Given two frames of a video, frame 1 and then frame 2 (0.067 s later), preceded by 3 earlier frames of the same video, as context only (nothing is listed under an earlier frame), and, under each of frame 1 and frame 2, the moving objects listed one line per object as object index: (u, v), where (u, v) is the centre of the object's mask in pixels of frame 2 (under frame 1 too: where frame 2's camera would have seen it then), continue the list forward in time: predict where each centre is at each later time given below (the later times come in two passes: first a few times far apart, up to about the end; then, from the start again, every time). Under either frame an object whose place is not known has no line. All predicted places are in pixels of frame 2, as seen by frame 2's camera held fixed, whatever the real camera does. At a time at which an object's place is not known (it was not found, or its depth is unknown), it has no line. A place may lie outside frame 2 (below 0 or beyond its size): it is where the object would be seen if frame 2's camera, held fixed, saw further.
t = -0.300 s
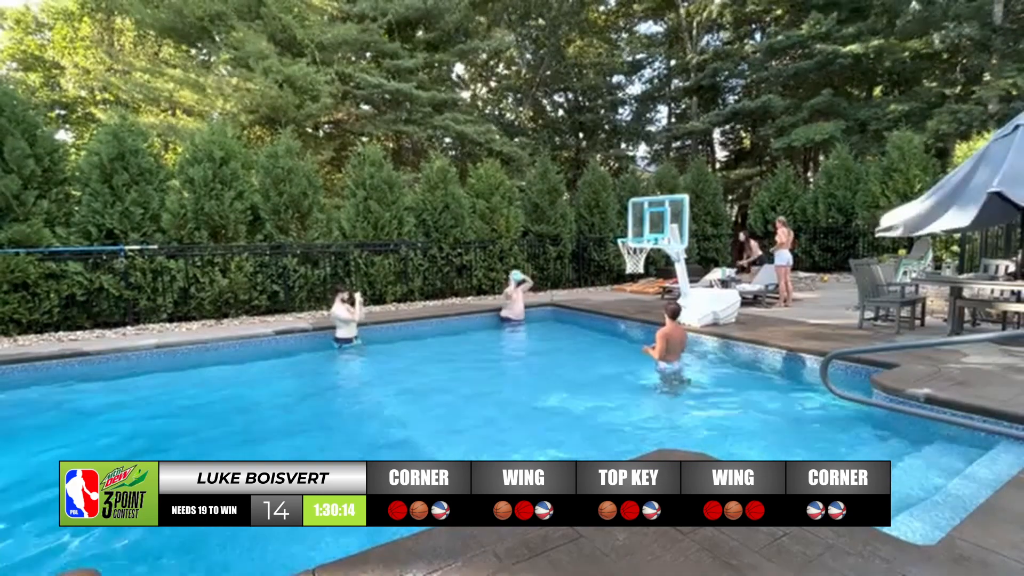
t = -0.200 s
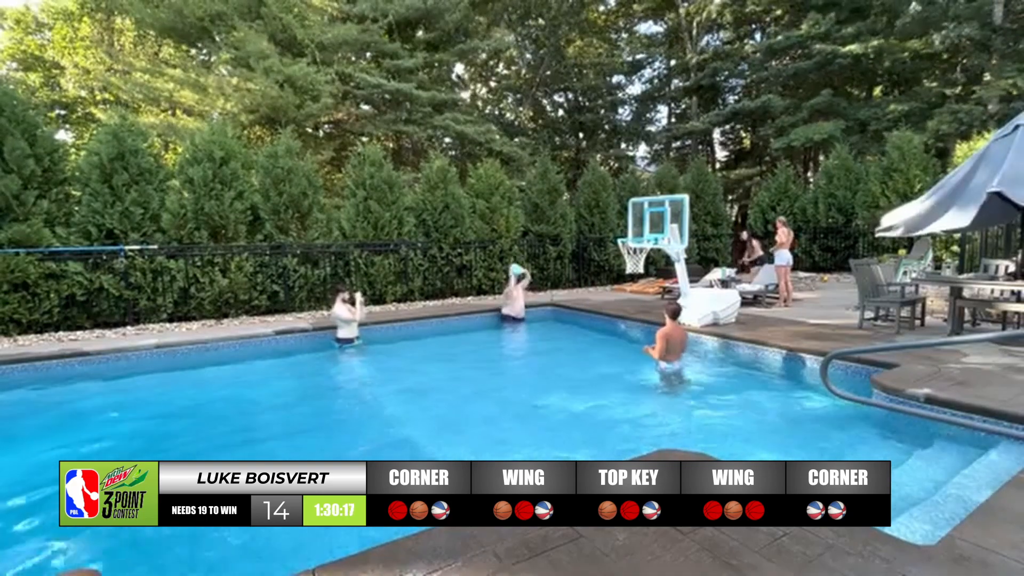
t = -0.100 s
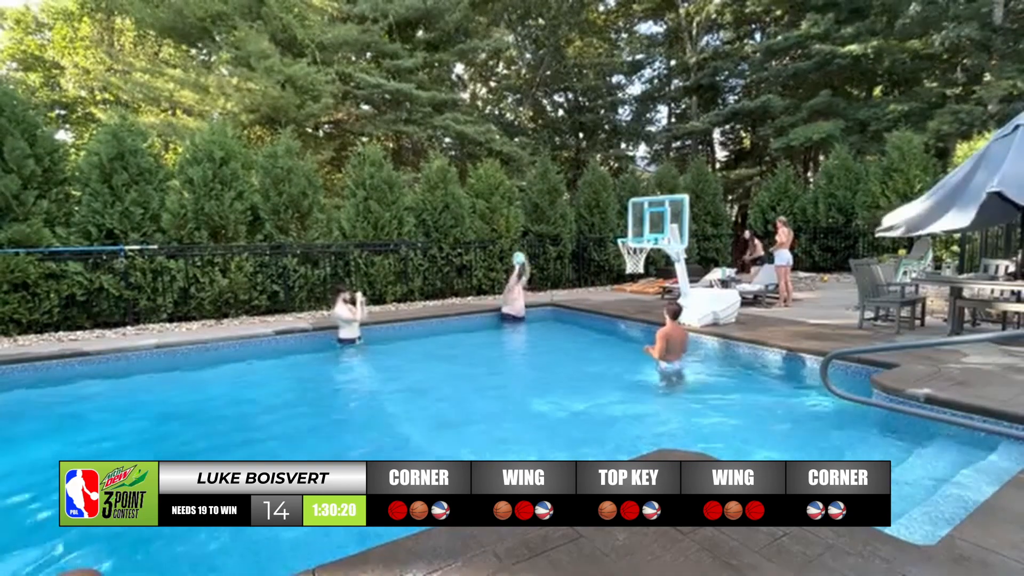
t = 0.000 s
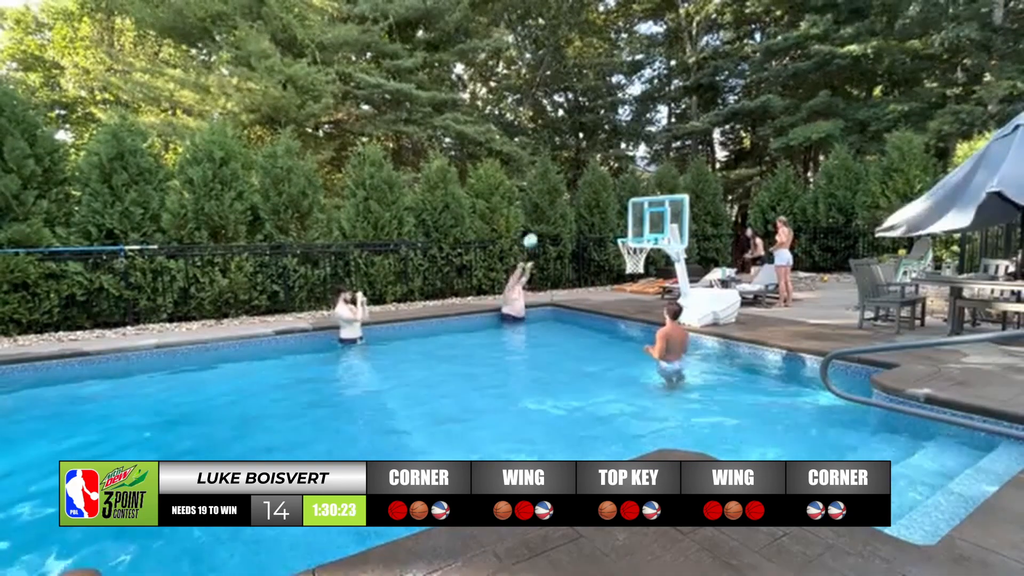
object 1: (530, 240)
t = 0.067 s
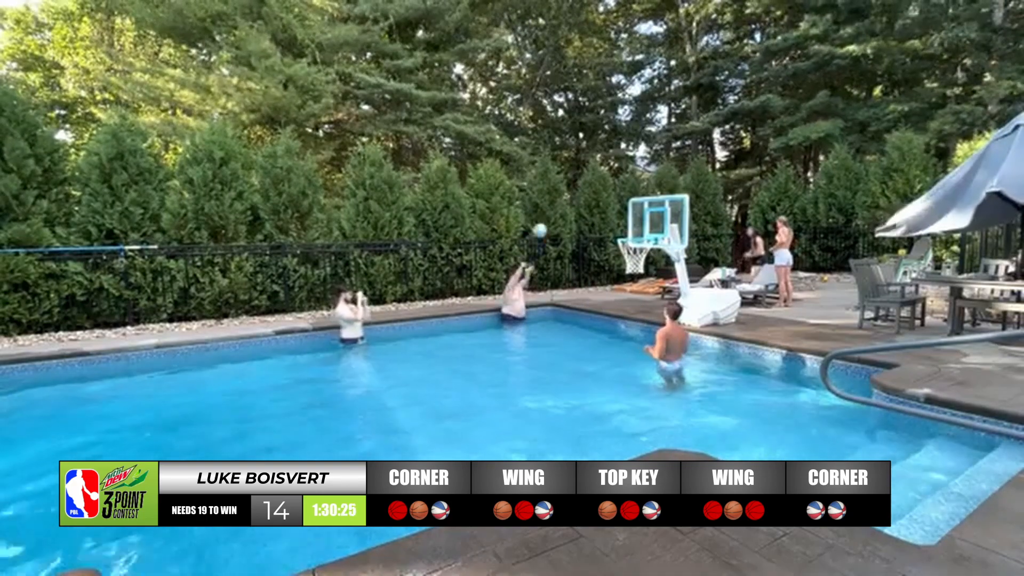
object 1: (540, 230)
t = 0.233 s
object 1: (565, 215)
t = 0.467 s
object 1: (605, 222)
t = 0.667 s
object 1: (610, 236)
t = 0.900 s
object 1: (586, 260)
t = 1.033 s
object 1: (574, 284)
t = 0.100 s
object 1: (544, 226)
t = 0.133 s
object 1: (549, 222)
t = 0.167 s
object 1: (554, 219)
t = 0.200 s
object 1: (560, 216)
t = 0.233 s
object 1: (565, 215)
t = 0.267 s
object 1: (570, 214)
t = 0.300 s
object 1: (575, 213)
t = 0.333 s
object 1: (581, 214)
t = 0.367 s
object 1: (587, 215)
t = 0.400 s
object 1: (592, 217)
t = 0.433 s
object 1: (598, 219)
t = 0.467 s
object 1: (605, 222)
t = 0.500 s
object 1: (612, 226)
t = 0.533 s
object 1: (617, 231)
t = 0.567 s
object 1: (621, 235)
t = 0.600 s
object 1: (619, 235)
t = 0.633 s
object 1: (616, 236)
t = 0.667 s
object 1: (610, 236)
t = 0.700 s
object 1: (606, 238)
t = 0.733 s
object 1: (603, 240)
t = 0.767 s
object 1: (599, 243)
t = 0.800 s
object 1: (596, 246)
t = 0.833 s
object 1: (592, 250)
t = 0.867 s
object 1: (589, 255)
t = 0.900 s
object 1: (586, 260)
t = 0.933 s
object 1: (583, 266)
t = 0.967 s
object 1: (580, 272)
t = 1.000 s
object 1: (577, 278)
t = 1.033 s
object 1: (574, 284)
